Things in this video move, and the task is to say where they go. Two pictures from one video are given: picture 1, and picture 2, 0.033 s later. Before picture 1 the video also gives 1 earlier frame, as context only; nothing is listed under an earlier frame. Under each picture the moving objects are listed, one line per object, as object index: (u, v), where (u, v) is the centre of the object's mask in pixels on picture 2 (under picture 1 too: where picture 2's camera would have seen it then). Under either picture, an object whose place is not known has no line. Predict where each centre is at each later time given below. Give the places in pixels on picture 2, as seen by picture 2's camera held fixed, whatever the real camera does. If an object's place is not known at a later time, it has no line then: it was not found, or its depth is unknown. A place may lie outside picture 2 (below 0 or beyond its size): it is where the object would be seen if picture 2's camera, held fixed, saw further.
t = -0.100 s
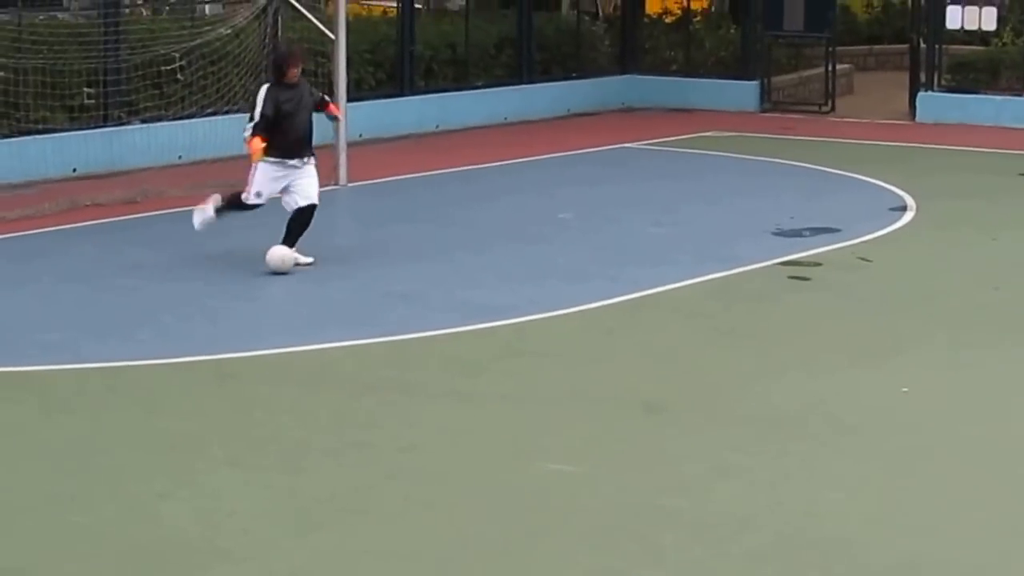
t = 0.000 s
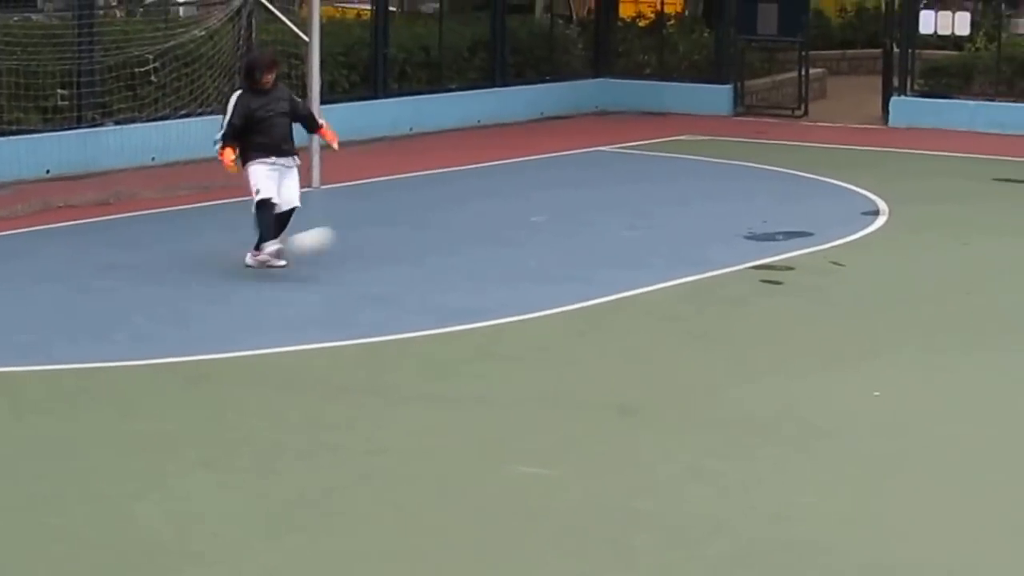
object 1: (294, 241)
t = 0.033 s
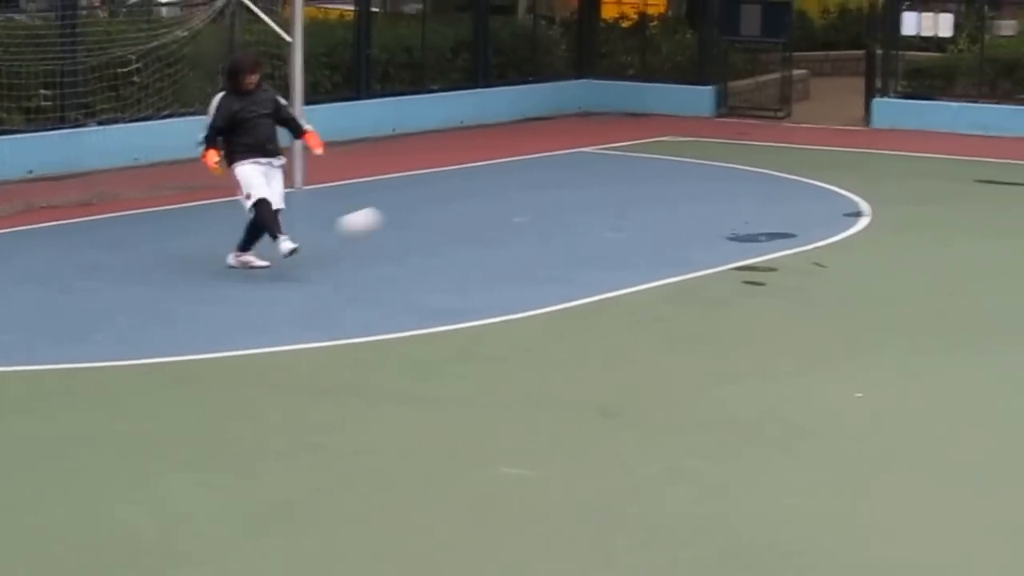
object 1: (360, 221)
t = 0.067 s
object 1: (427, 203)
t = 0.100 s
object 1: (495, 186)
